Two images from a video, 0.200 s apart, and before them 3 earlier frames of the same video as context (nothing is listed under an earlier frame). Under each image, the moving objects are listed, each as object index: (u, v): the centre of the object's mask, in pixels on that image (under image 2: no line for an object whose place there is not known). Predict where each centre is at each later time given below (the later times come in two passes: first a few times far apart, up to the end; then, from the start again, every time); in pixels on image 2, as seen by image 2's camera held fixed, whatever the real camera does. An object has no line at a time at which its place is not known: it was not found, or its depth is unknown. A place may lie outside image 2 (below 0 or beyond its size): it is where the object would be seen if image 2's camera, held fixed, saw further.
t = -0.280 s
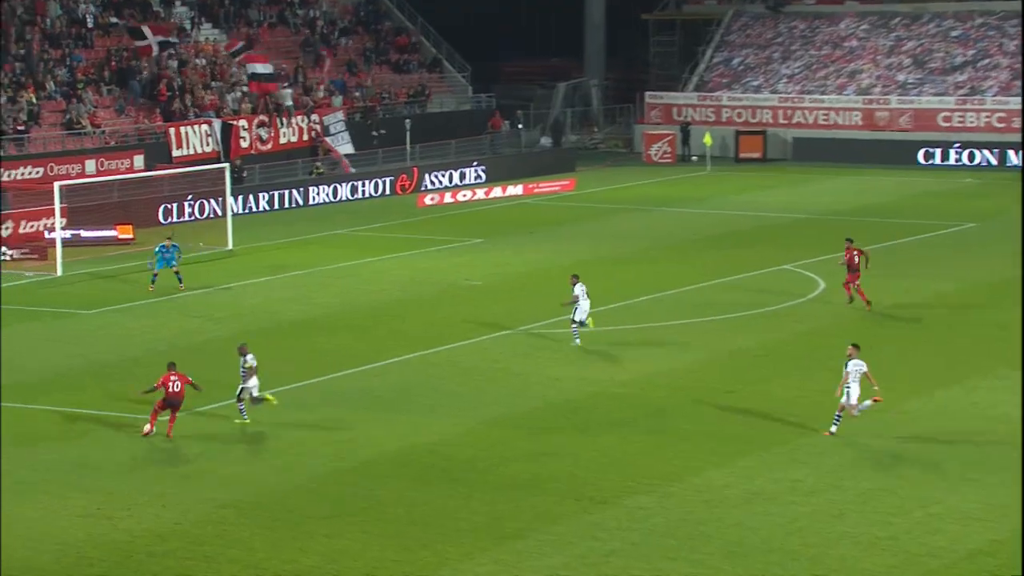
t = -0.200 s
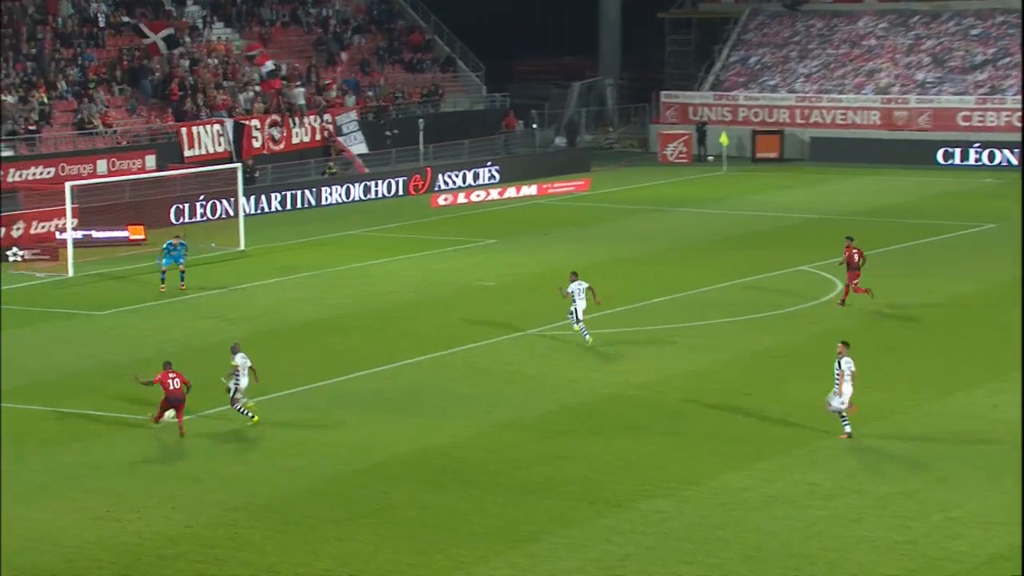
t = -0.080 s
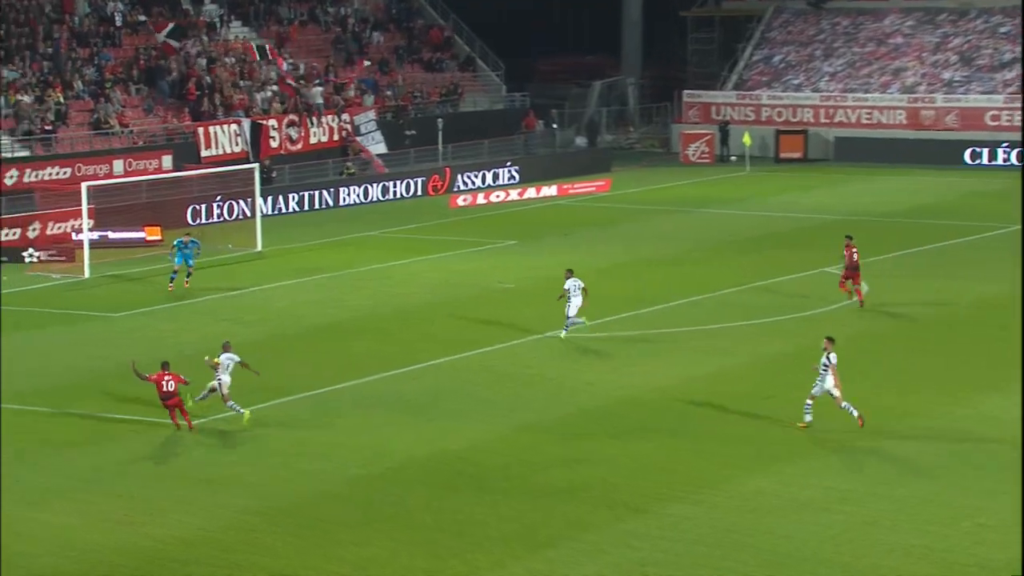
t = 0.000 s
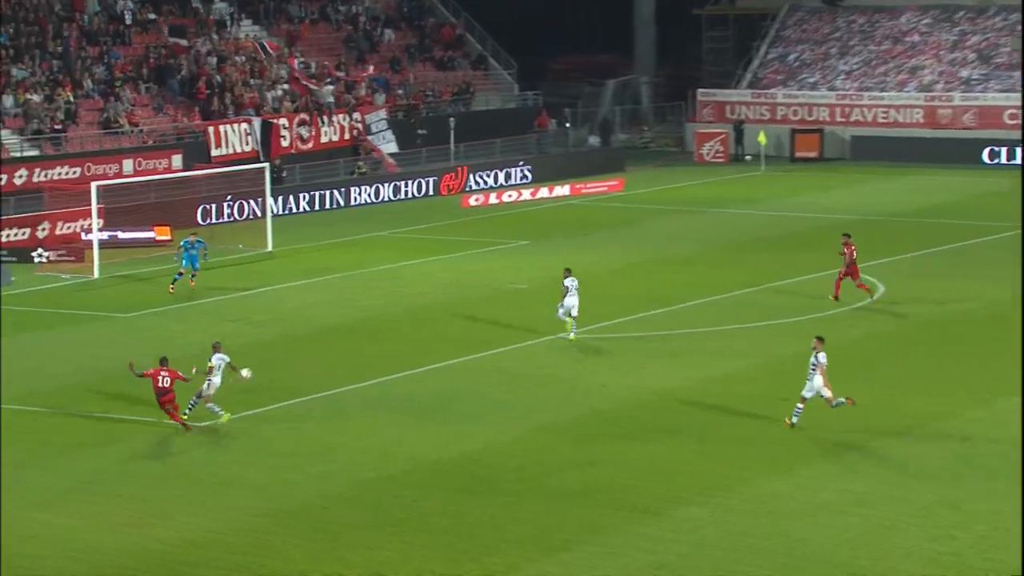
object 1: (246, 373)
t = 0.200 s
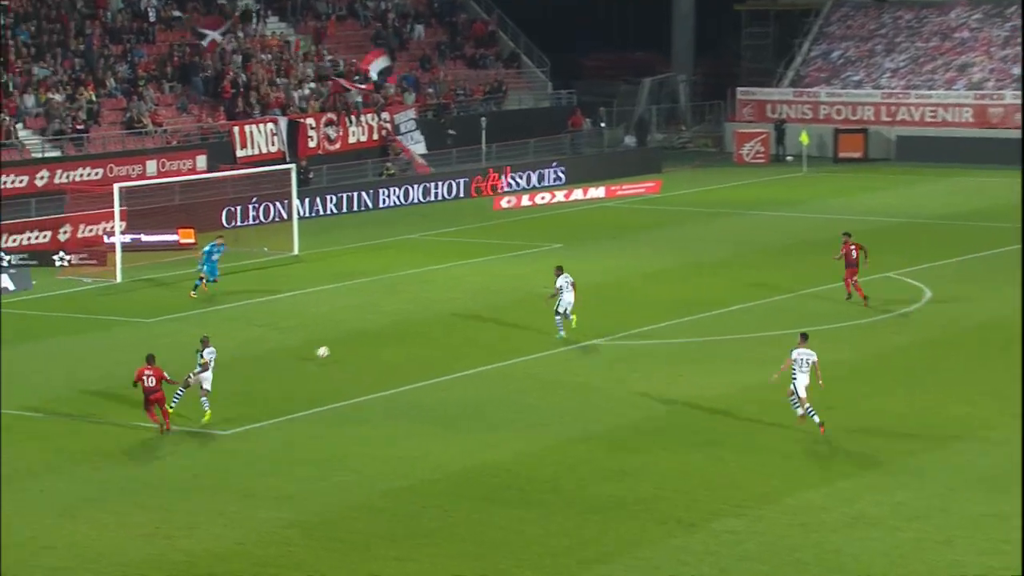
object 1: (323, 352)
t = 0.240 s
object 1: (332, 344)
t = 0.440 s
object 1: (382, 324)
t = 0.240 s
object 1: (332, 344)
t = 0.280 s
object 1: (342, 338)
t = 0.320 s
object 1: (351, 333)
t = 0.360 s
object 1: (361, 329)
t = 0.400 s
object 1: (371, 326)
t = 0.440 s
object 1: (382, 324)
